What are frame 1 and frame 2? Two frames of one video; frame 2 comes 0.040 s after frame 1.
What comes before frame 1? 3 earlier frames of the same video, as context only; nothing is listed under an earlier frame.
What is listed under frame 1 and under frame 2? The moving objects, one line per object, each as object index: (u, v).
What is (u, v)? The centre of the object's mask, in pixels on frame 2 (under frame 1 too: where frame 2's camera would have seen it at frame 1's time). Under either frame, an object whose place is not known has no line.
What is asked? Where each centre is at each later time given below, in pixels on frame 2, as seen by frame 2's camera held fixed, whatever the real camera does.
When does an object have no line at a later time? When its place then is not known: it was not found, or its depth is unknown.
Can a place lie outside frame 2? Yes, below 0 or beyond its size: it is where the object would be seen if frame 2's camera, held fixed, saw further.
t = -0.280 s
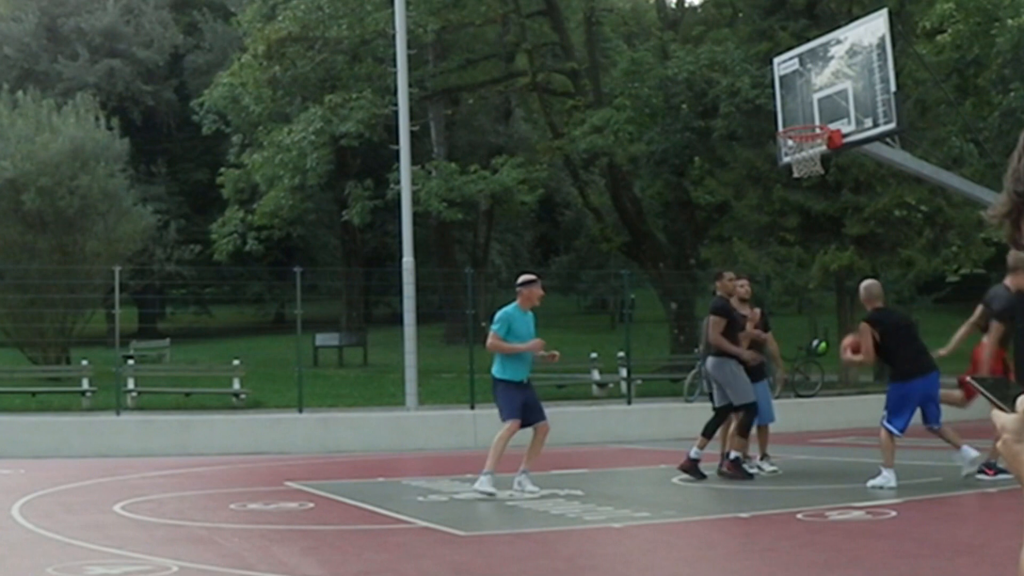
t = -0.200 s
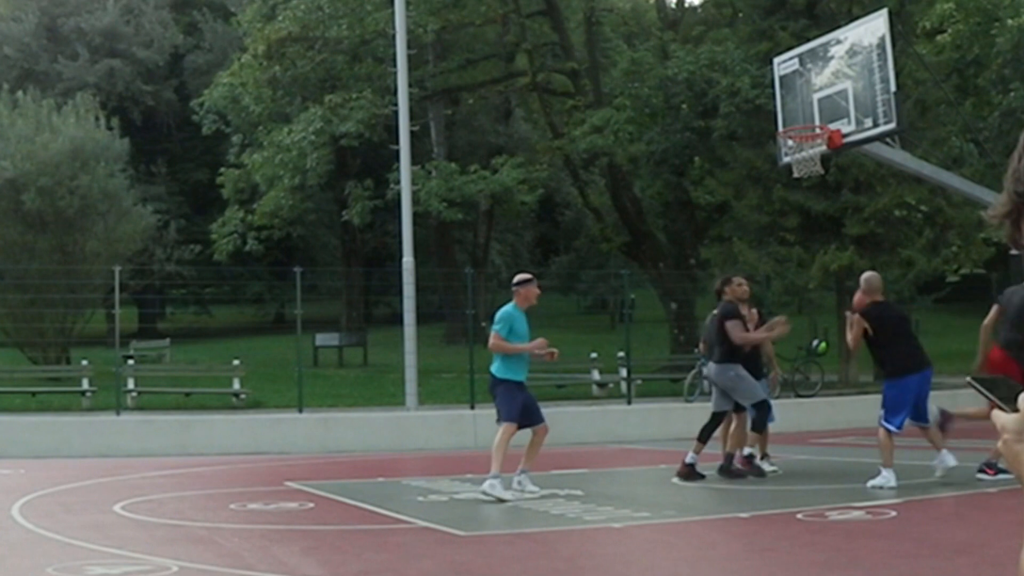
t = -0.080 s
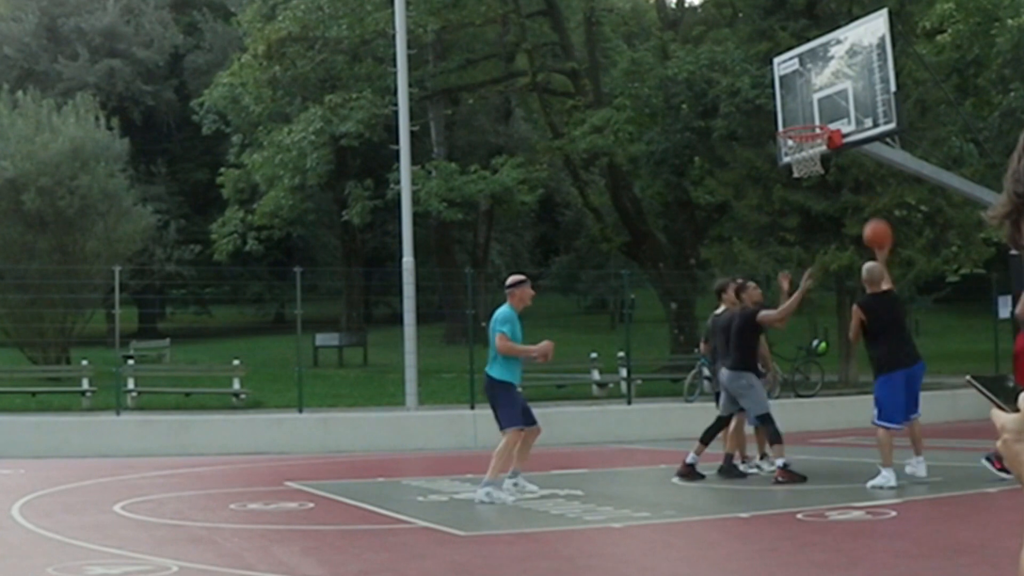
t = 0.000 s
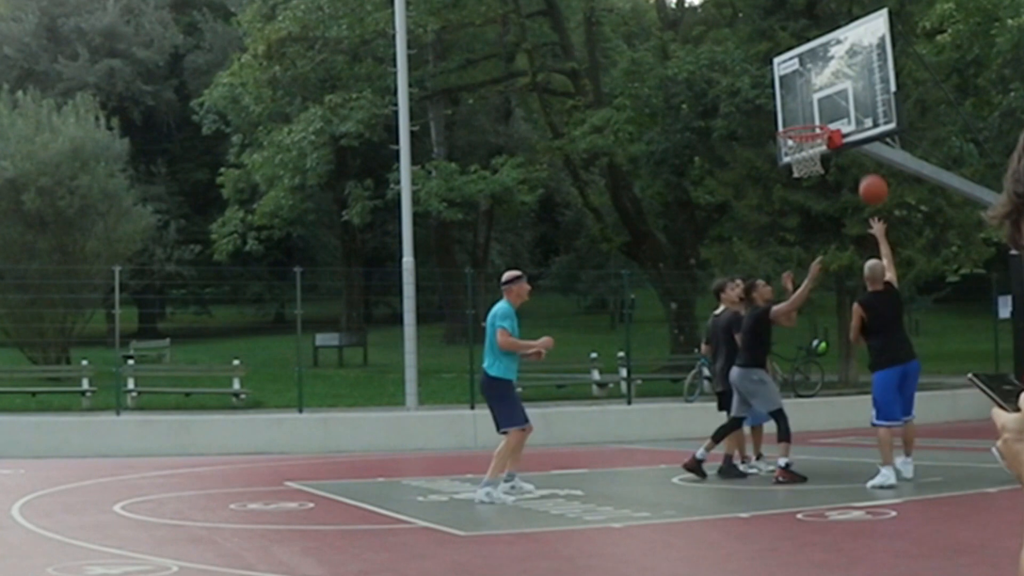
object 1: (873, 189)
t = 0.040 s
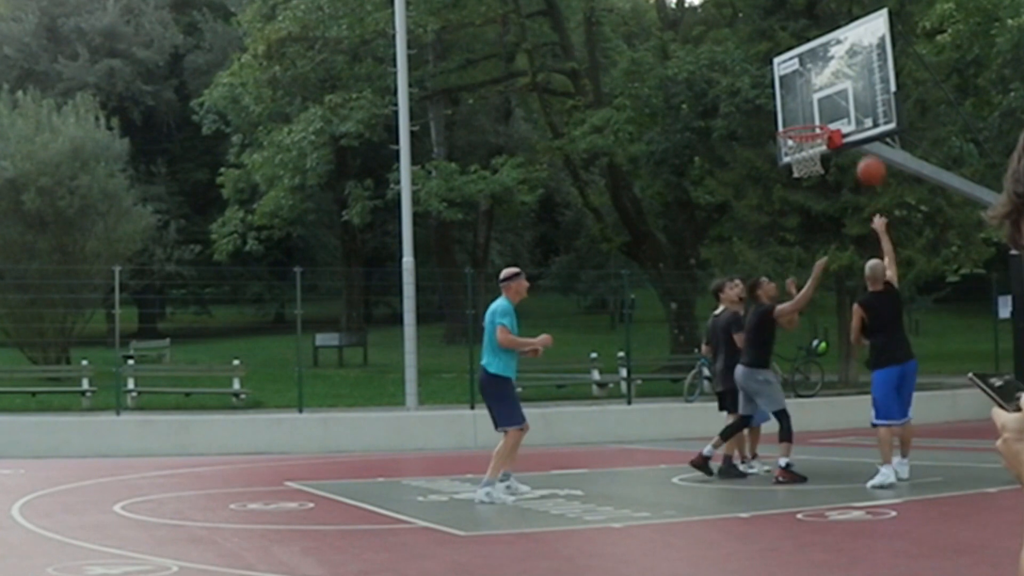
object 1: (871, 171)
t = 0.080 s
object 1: (868, 155)
